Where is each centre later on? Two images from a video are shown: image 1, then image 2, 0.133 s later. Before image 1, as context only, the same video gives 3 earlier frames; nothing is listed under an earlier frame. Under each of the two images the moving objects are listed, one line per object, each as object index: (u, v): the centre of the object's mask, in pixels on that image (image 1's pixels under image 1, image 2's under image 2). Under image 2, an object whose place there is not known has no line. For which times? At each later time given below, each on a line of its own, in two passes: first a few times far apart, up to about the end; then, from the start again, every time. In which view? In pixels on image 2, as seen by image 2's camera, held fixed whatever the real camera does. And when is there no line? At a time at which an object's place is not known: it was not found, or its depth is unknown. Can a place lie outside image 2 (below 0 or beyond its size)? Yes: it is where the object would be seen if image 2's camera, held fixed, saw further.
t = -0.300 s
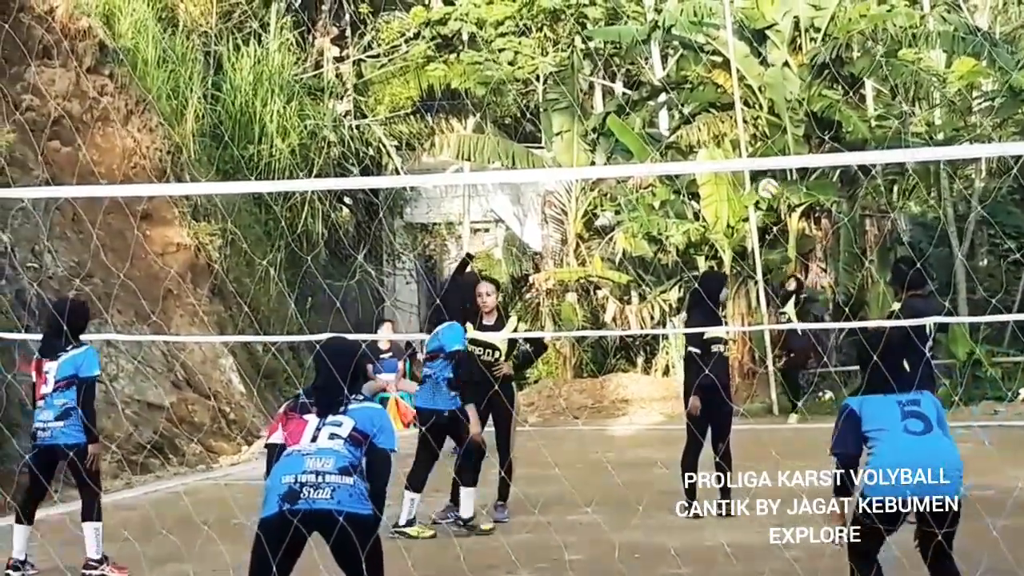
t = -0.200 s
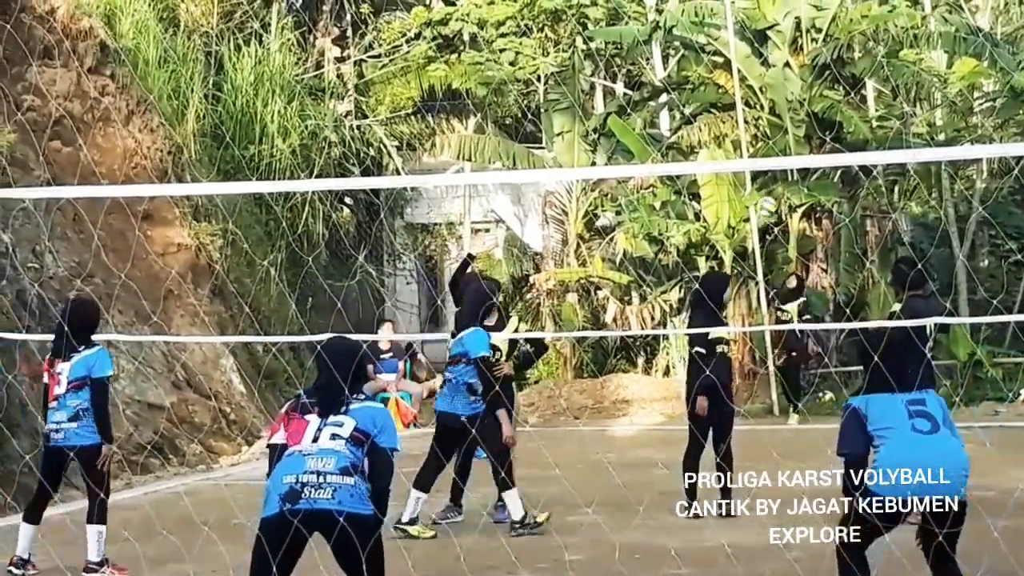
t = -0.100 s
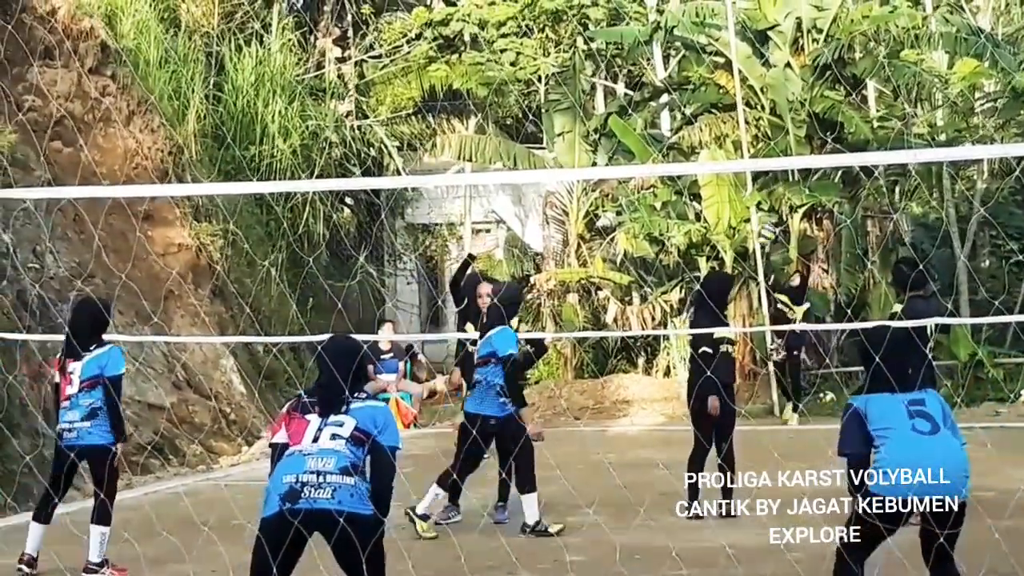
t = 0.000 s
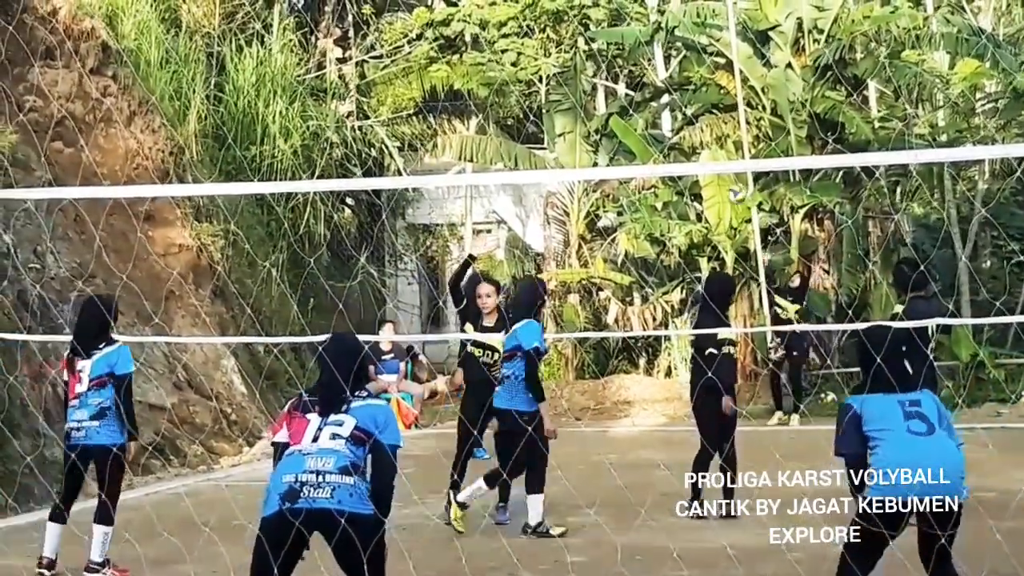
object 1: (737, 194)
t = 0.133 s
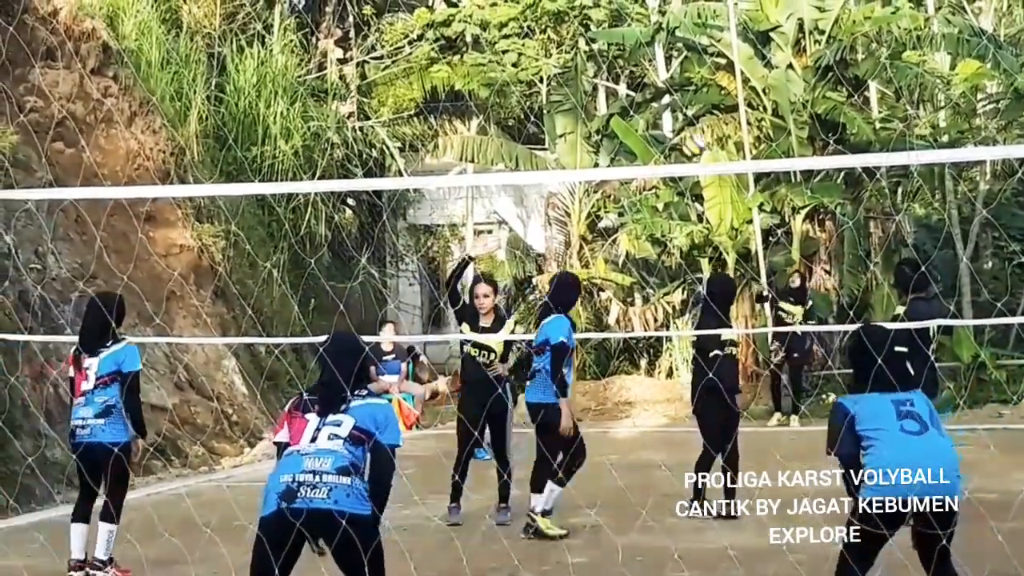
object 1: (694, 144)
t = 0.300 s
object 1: (628, 101)
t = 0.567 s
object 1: (505, 92)
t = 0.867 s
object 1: (324, 197)
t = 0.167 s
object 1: (681, 134)
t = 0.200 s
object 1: (669, 124)
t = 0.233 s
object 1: (656, 116)
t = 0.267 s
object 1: (643, 109)
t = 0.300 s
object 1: (628, 101)
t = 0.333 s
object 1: (615, 98)
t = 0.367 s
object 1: (600, 92)
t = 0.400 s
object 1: (586, 88)
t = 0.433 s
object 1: (572, 87)
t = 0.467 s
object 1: (557, 87)
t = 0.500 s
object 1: (541, 88)
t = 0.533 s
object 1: (524, 88)
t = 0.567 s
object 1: (505, 92)
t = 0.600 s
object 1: (487, 97)
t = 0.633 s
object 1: (469, 104)
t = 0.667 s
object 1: (451, 112)
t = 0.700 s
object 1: (432, 123)
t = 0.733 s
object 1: (411, 137)
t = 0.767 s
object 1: (390, 151)
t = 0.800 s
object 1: (364, 166)
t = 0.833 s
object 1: (345, 180)
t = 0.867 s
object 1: (324, 197)
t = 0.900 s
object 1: (306, 219)
